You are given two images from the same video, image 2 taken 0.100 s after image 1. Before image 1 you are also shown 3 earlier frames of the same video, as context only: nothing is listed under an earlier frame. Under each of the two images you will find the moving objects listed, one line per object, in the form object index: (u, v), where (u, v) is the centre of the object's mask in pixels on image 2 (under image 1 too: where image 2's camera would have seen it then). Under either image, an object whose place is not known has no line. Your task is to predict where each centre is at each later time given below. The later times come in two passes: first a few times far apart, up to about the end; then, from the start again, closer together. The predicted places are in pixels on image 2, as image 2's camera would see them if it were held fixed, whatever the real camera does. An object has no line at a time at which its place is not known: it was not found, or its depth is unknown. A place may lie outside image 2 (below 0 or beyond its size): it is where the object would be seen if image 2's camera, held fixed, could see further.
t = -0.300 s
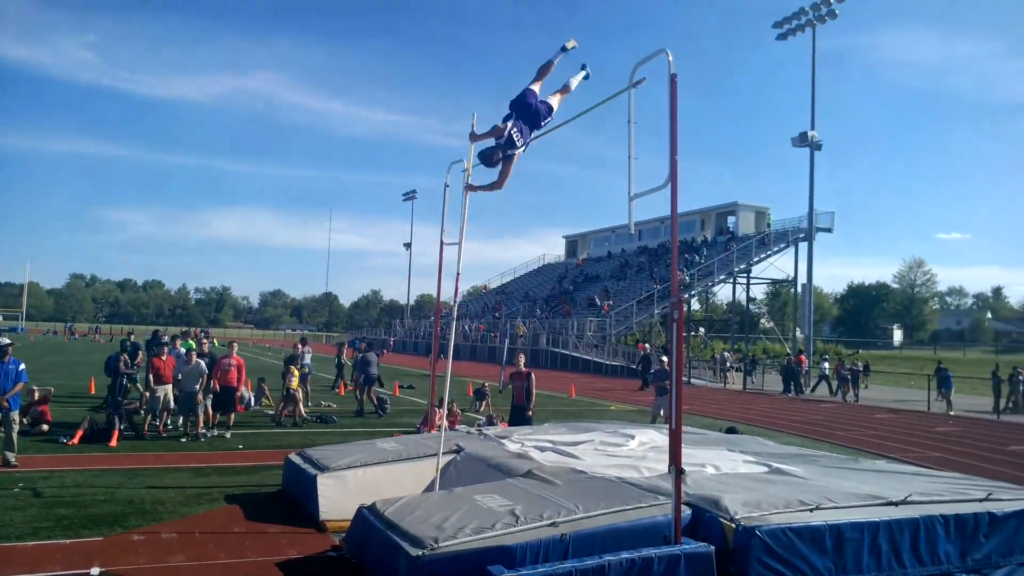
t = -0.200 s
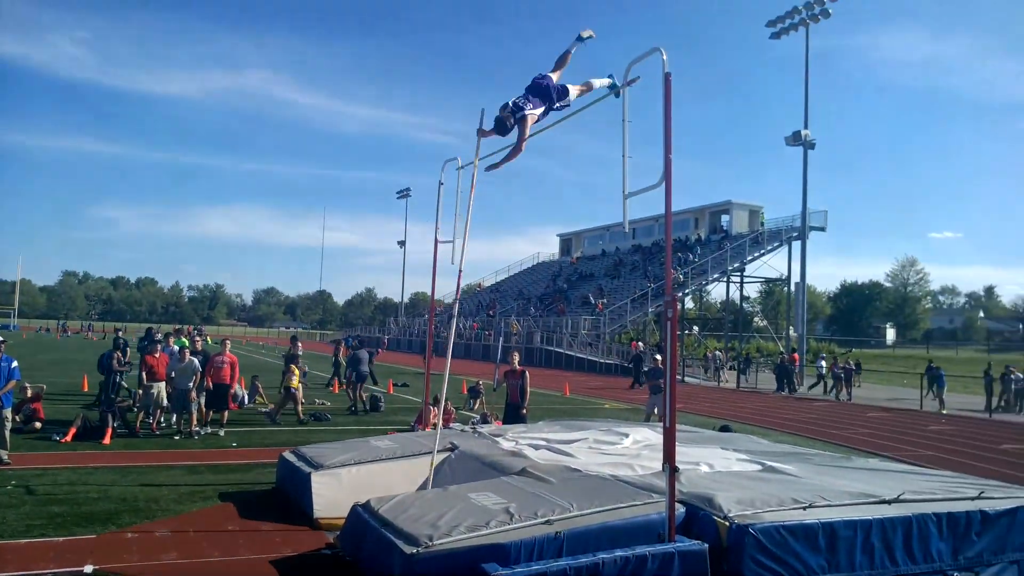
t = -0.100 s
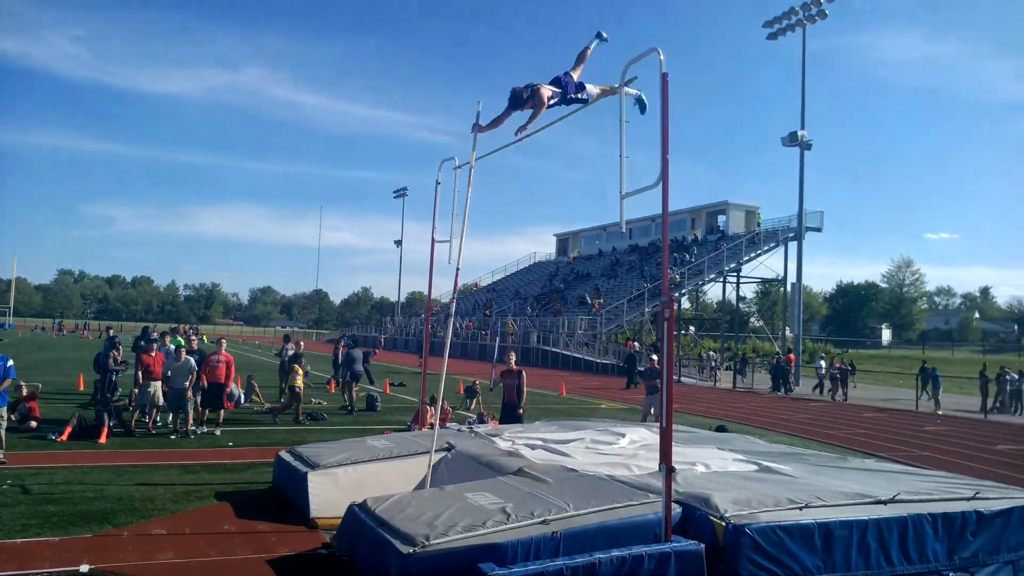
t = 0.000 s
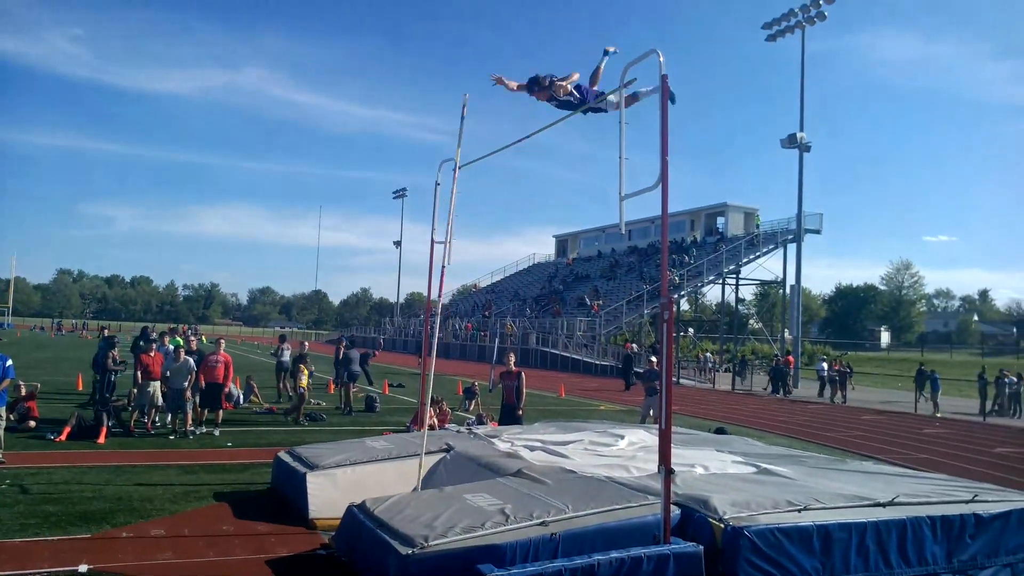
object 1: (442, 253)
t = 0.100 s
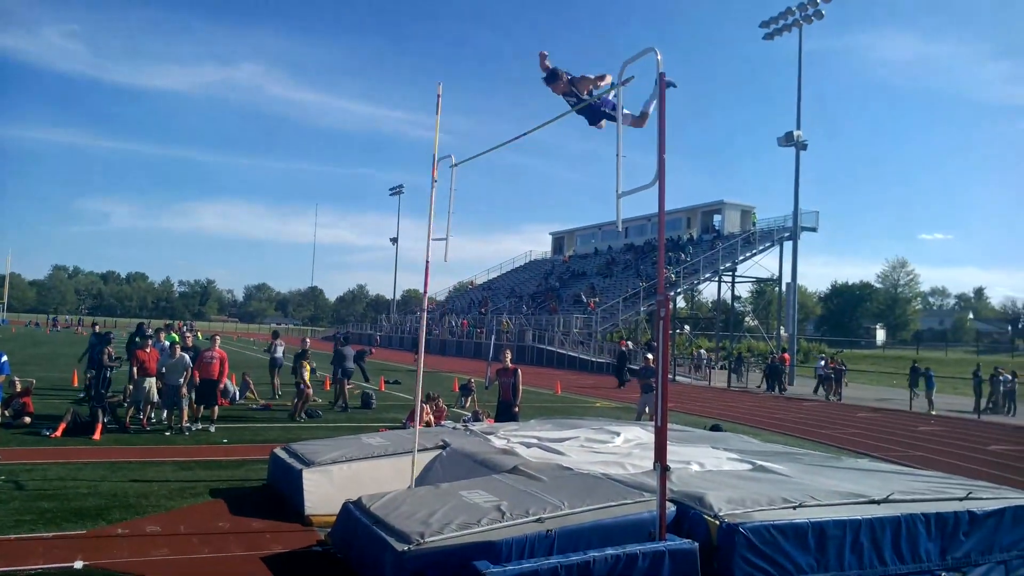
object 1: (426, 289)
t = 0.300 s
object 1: (402, 279)
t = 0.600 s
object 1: (347, 279)
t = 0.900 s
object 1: (262, 339)
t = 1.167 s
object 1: (236, 507)
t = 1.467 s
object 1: (247, 521)
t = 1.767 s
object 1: (270, 502)
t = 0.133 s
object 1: (424, 251)
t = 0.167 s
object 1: (418, 287)
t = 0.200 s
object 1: (414, 281)
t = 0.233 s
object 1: (410, 285)
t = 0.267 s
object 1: (406, 280)
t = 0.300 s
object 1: (402, 279)
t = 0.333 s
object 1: (398, 282)
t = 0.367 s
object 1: (393, 279)
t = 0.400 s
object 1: (389, 281)
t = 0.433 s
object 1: (383, 280)
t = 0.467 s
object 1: (377, 279)
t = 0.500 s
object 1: (371, 281)
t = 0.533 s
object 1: (364, 281)
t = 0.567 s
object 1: (355, 276)
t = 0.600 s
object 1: (347, 279)
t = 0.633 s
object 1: (339, 282)
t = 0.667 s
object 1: (330, 282)
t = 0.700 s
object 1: (322, 286)
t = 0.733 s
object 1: (310, 286)
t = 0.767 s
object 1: (298, 286)
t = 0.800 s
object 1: (288, 295)
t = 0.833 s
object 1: (273, 298)
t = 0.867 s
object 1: (264, 312)
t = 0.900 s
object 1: (262, 339)
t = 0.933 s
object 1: (259, 361)
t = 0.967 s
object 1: (255, 382)
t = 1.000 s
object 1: (255, 407)
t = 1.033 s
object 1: (247, 424)
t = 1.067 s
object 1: (242, 445)
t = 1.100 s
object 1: (238, 466)
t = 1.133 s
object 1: (235, 487)
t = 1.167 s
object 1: (236, 507)
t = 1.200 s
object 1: (224, 526)
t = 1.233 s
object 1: (219, 544)
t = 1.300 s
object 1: (227, 560)
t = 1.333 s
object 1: (236, 546)
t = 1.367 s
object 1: (239, 542)
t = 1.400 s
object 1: (241, 536)
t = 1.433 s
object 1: (246, 529)
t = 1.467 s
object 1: (247, 521)
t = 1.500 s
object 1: (248, 513)
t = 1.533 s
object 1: (257, 507)
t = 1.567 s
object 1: (268, 502)
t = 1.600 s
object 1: (269, 498)
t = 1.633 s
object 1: (269, 497)
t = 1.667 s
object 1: (269, 497)
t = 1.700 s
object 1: (271, 497)
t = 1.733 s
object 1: (272, 499)
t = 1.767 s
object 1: (270, 502)
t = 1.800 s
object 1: (268, 507)
